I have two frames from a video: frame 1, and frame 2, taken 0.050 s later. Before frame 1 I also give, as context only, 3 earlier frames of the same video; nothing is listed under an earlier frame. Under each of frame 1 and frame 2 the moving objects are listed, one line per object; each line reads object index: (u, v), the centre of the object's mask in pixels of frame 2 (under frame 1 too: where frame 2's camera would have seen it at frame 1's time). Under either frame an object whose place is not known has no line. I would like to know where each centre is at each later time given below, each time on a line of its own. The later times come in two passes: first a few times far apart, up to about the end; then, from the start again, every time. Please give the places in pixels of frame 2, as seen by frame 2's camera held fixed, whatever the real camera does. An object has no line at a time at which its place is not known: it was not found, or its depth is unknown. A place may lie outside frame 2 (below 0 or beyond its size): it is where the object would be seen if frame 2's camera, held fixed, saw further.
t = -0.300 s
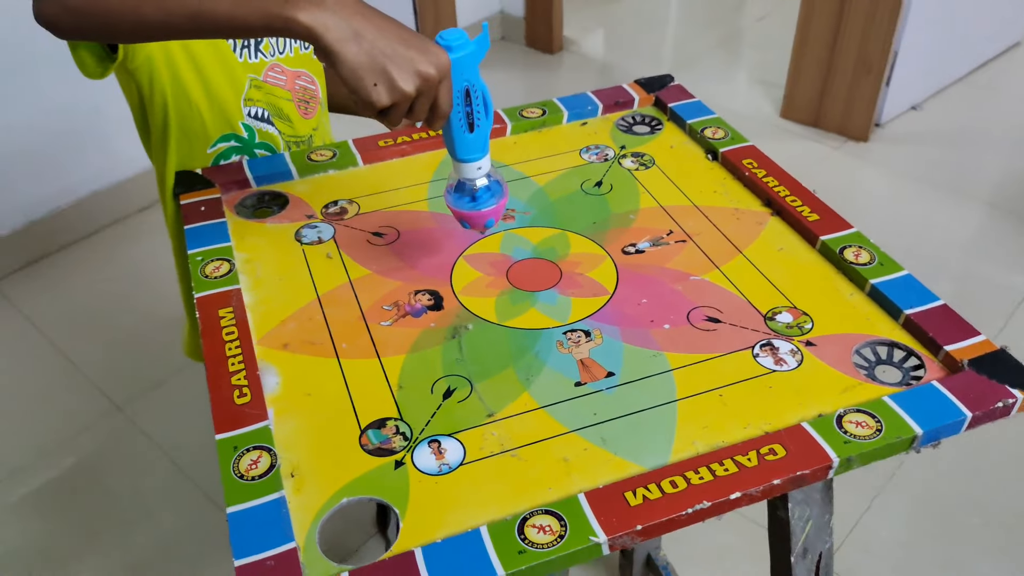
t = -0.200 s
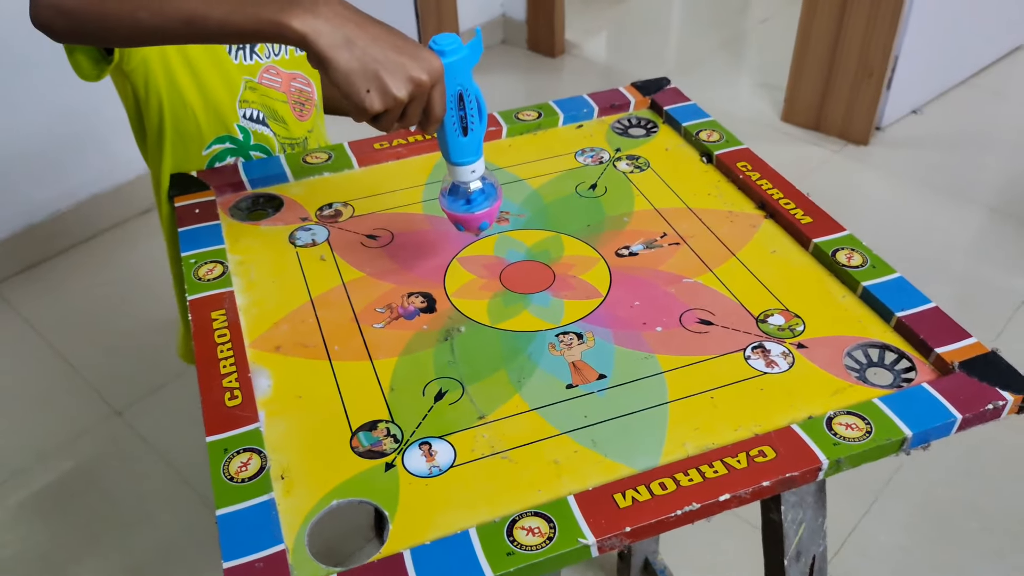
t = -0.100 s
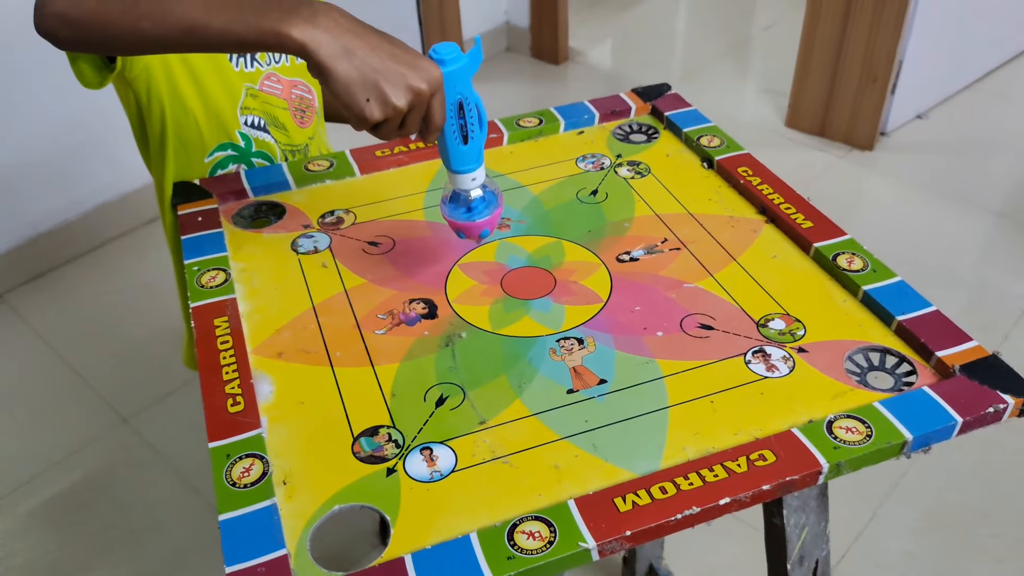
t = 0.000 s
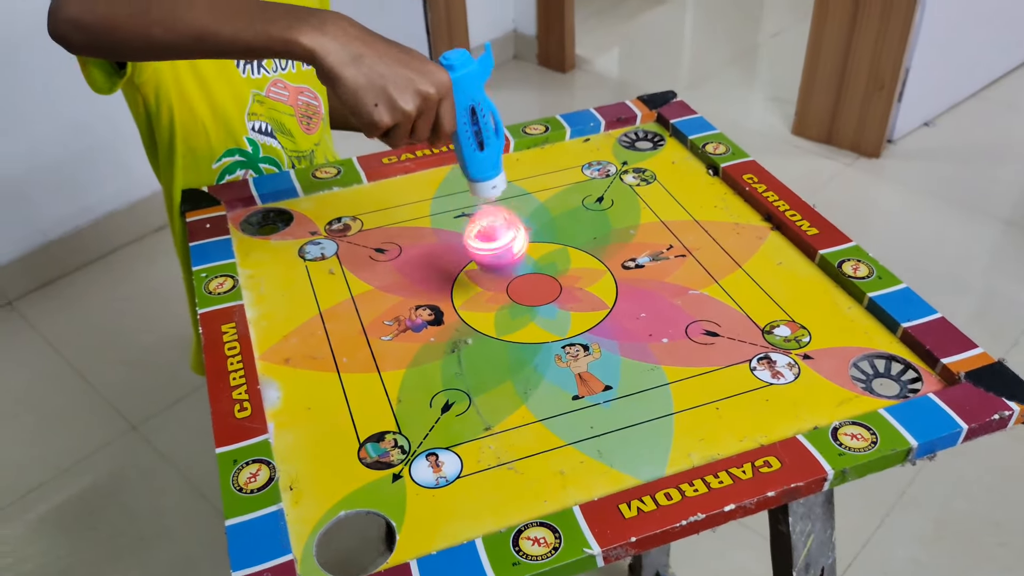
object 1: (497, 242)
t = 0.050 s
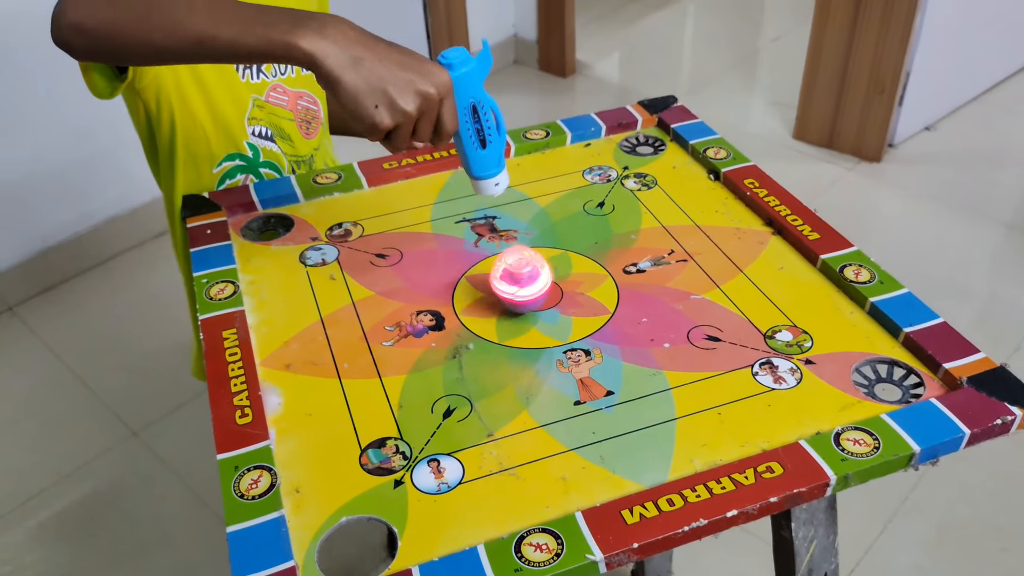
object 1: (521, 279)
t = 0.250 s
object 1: (577, 292)
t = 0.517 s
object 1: (627, 311)
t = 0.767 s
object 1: (653, 336)
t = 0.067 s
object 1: (526, 281)
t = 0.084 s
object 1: (531, 283)
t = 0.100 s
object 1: (537, 285)
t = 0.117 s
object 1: (542, 286)
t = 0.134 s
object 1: (547, 286)
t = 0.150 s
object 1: (553, 287)
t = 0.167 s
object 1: (558, 288)
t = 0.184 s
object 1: (561, 289)
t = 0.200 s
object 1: (565, 290)
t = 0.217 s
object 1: (569, 290)
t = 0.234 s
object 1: (573, 291)
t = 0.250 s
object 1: (577, 292)
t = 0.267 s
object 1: (581, 293)
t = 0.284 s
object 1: (584, 293)
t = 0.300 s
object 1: (588, 294)
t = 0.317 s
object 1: (591, 295)
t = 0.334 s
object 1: (594, 296)
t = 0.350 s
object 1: (598, 297)
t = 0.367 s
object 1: (601, 298)
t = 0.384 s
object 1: (604, 299)
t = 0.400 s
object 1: (608, 301)
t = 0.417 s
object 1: (611, 302)
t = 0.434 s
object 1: (614, 303)
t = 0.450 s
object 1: (616, 305)
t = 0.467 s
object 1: (619, 306)
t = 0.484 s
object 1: (622, 308)
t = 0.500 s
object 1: (624, 310)
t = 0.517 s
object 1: (627, 311)
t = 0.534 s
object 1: (629, 313)
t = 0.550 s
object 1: (631, 315)
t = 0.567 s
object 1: (634, 316)
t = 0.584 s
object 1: (636, 318)
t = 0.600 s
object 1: (638, 320)
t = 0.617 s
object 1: (640, 322)
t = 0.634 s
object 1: (642, 324)
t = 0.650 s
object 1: (643, 325)
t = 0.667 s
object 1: (645, 327)
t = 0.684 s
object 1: (646, 328)
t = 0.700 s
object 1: (647, 330)
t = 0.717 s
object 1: (649, 331)
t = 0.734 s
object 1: (650, 333)
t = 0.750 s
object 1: (652, 334)
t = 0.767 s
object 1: (653, 336)
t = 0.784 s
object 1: (654, 337)
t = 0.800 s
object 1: (655, 339)
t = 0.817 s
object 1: (657, 340)
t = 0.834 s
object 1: (657, 342)
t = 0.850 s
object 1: (658, 343)
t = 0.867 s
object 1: (659, 345)
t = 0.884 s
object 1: (660, 346)
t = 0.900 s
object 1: (660, 347)
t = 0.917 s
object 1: (661, 349)
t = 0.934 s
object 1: (661, 350)
